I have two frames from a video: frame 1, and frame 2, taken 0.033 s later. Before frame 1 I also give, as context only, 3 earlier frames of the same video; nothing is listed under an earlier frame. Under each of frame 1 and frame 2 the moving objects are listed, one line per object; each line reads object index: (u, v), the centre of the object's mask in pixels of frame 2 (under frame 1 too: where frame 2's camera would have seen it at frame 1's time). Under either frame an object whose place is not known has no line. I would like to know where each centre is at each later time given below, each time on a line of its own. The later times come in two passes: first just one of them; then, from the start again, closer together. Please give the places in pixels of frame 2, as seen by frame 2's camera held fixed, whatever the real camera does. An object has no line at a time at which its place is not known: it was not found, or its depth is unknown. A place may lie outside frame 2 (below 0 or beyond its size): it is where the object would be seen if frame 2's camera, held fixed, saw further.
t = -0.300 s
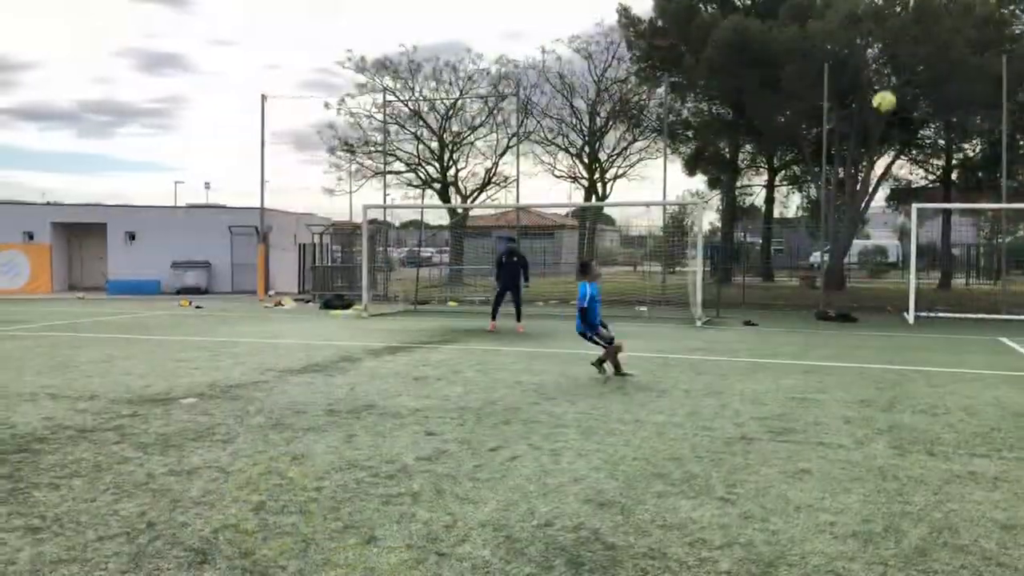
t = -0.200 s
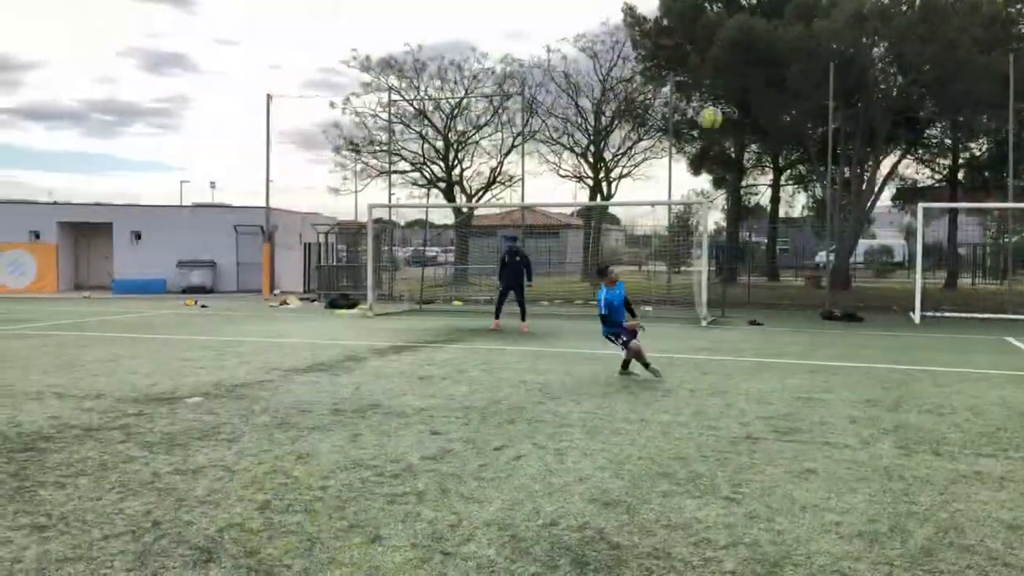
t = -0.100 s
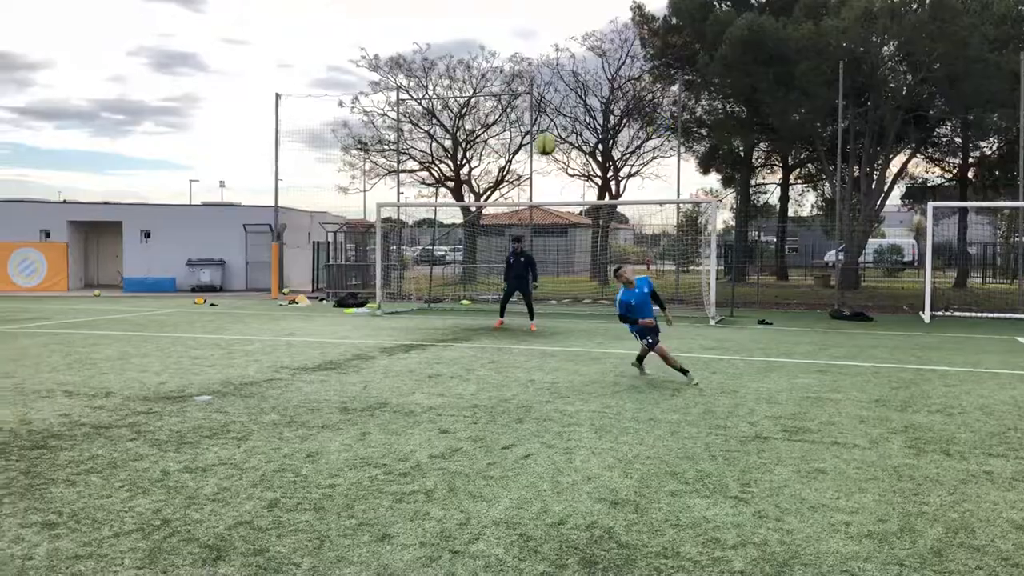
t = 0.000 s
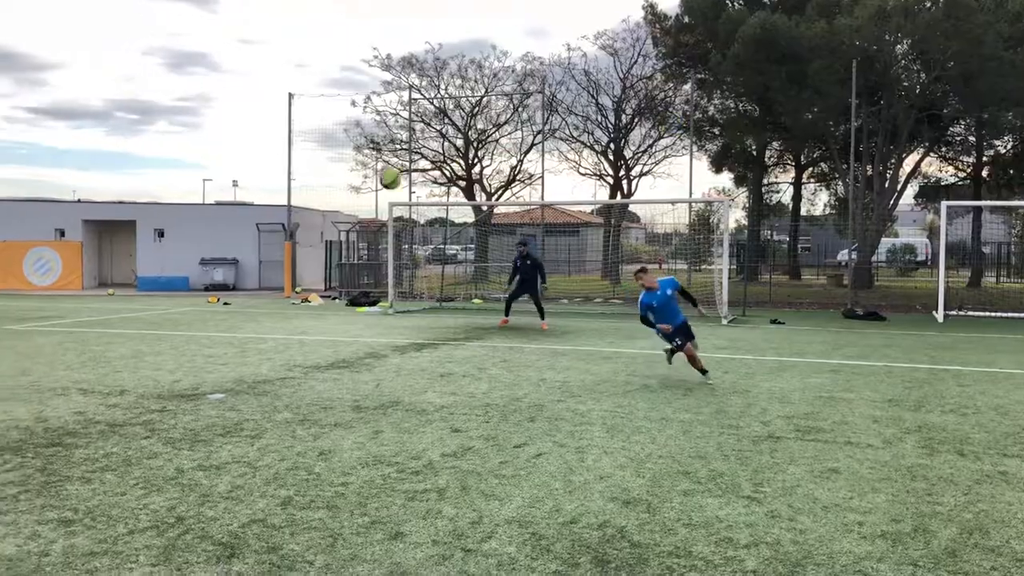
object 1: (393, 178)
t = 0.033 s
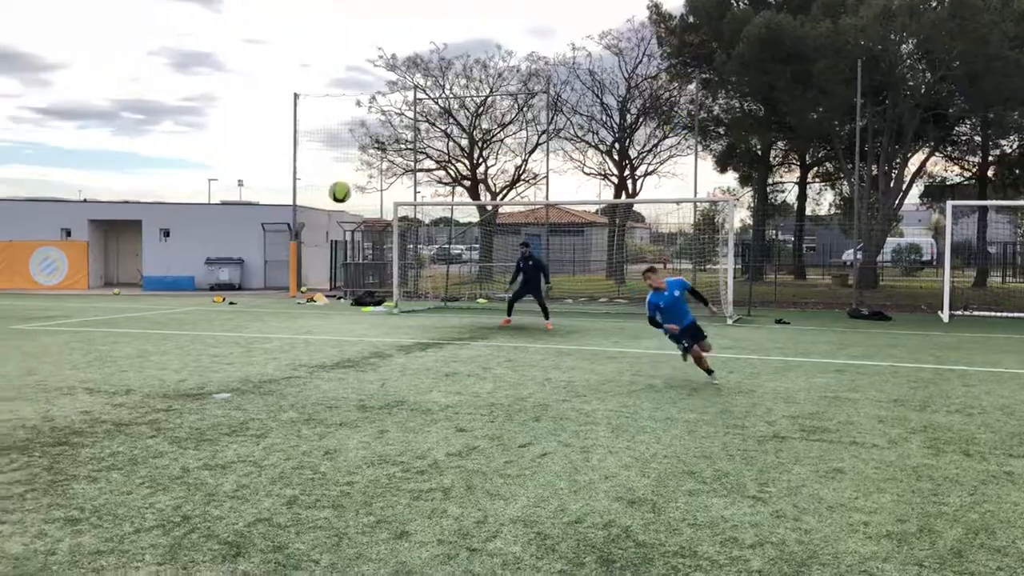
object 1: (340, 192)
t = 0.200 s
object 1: (74, 276)
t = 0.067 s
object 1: (286, 206)
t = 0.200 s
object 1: (74, 276)
